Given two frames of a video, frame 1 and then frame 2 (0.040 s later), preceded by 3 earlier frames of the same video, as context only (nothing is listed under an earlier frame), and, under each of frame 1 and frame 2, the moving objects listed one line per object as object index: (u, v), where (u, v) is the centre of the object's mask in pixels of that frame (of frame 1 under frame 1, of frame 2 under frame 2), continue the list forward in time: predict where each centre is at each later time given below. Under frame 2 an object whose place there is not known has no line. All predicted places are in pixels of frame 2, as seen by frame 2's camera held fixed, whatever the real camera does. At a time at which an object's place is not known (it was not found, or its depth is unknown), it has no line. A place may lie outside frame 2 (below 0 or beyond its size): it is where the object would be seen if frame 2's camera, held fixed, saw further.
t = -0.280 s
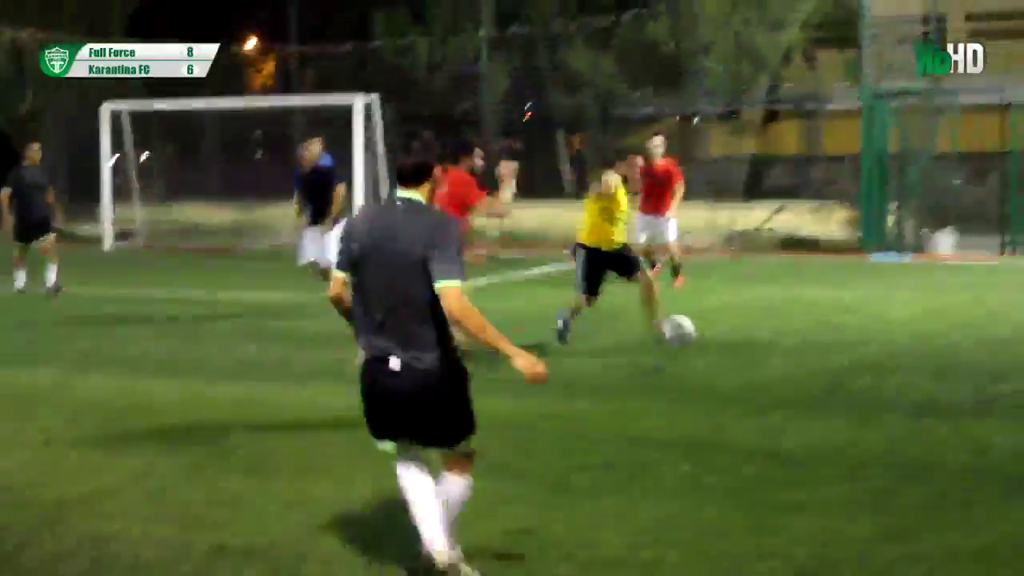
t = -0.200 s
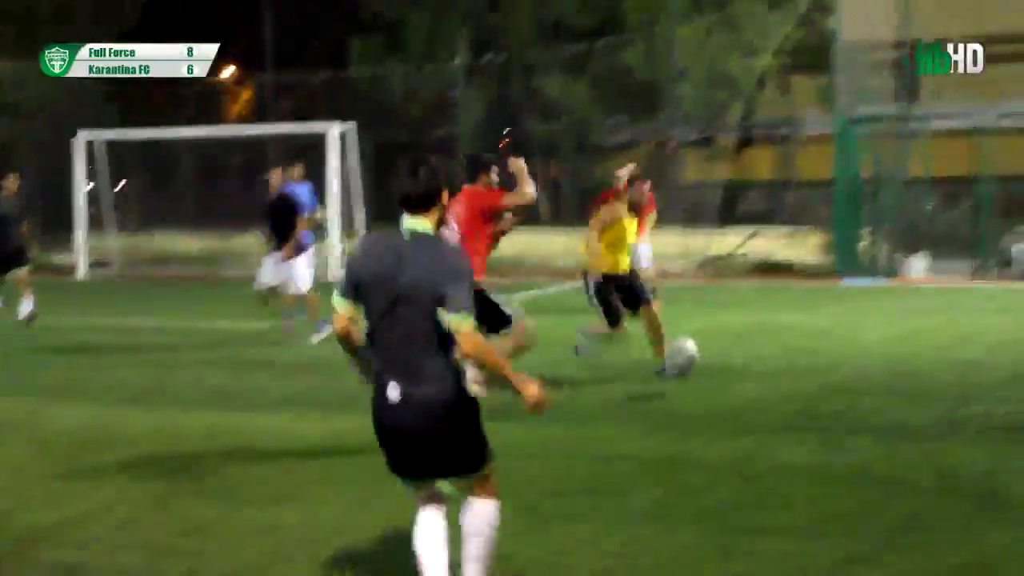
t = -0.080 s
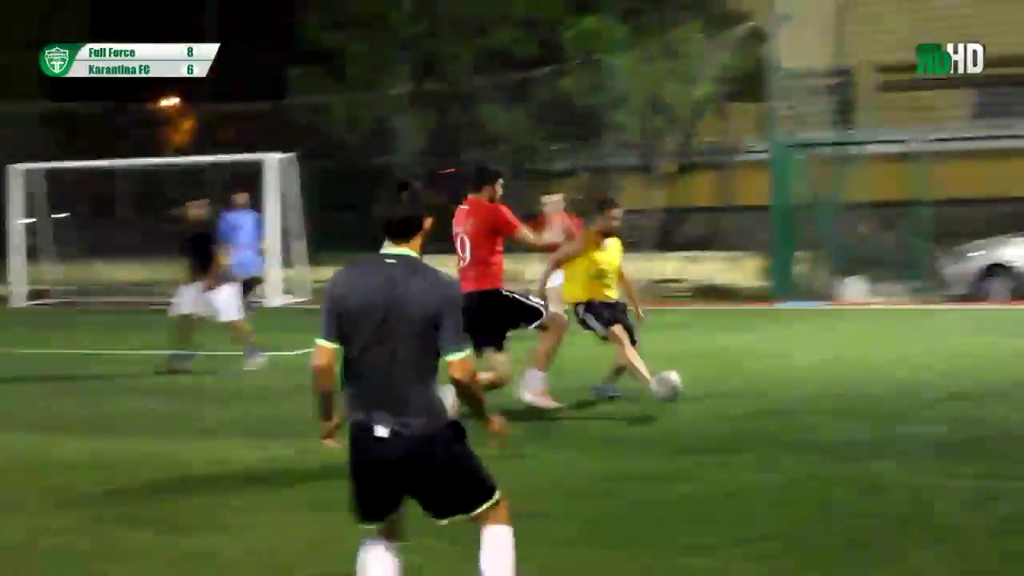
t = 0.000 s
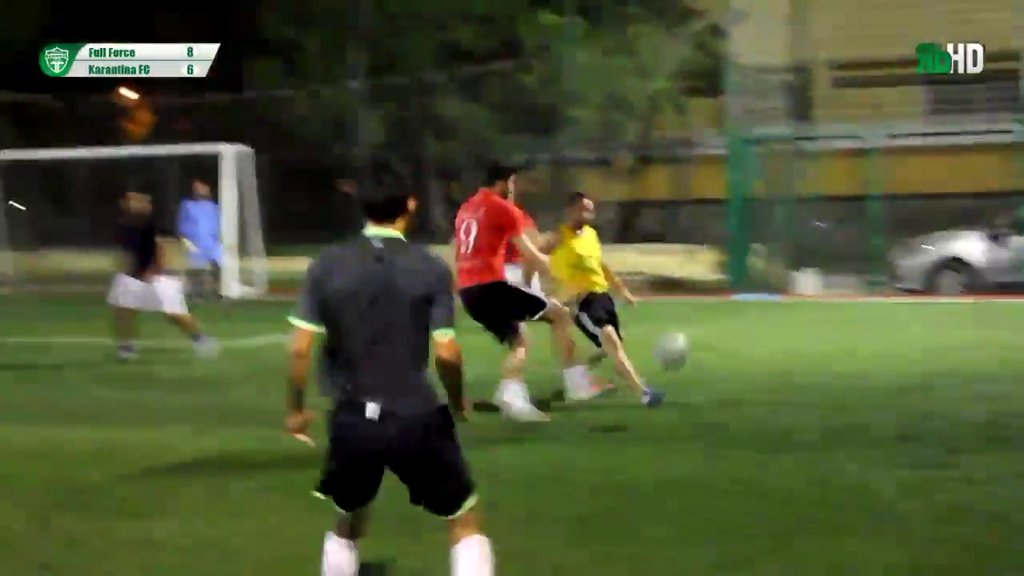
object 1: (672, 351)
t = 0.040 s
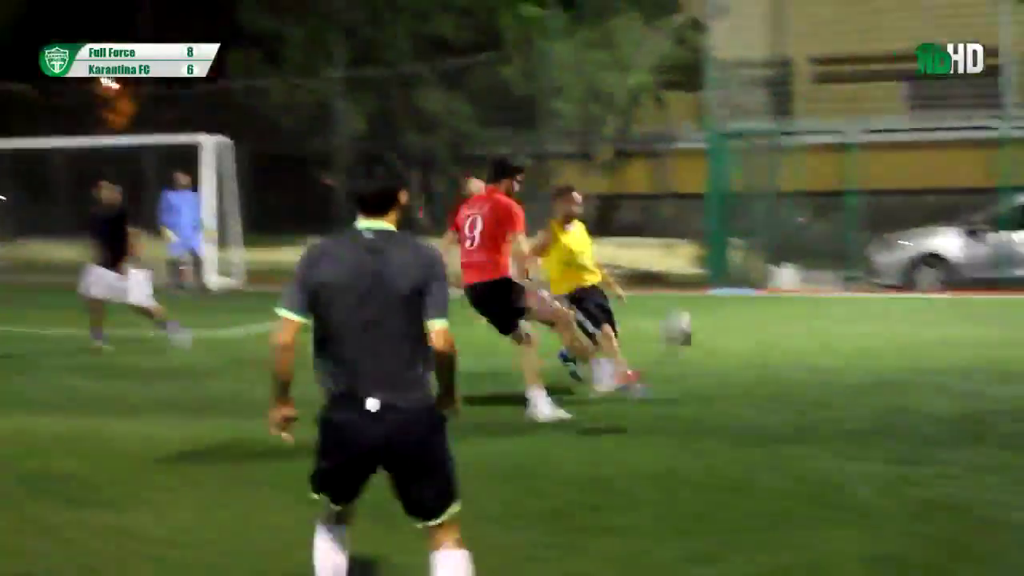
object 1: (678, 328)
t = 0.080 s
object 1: (706, 321)
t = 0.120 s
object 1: (738, 312)
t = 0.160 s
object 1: (767, 305)
